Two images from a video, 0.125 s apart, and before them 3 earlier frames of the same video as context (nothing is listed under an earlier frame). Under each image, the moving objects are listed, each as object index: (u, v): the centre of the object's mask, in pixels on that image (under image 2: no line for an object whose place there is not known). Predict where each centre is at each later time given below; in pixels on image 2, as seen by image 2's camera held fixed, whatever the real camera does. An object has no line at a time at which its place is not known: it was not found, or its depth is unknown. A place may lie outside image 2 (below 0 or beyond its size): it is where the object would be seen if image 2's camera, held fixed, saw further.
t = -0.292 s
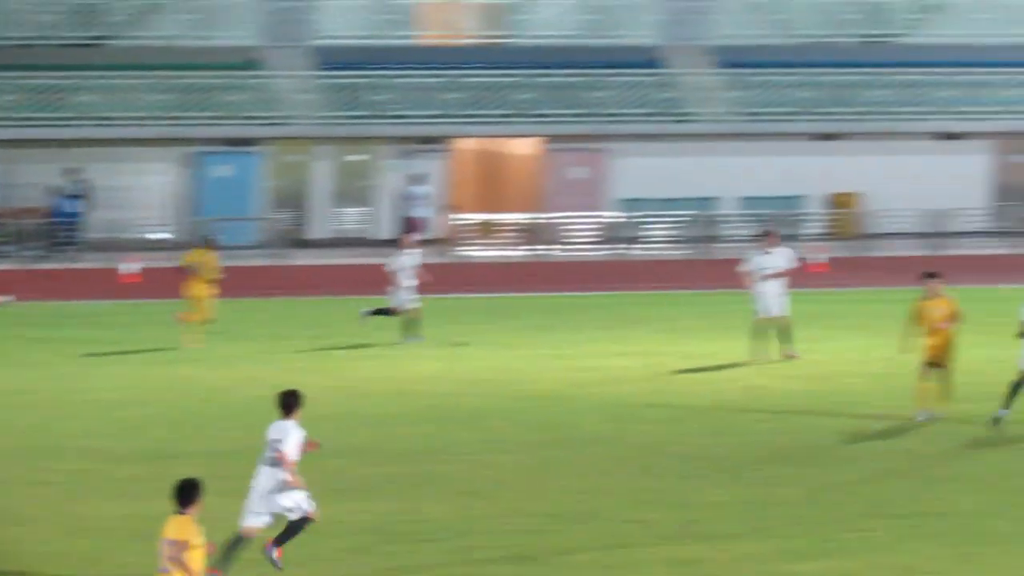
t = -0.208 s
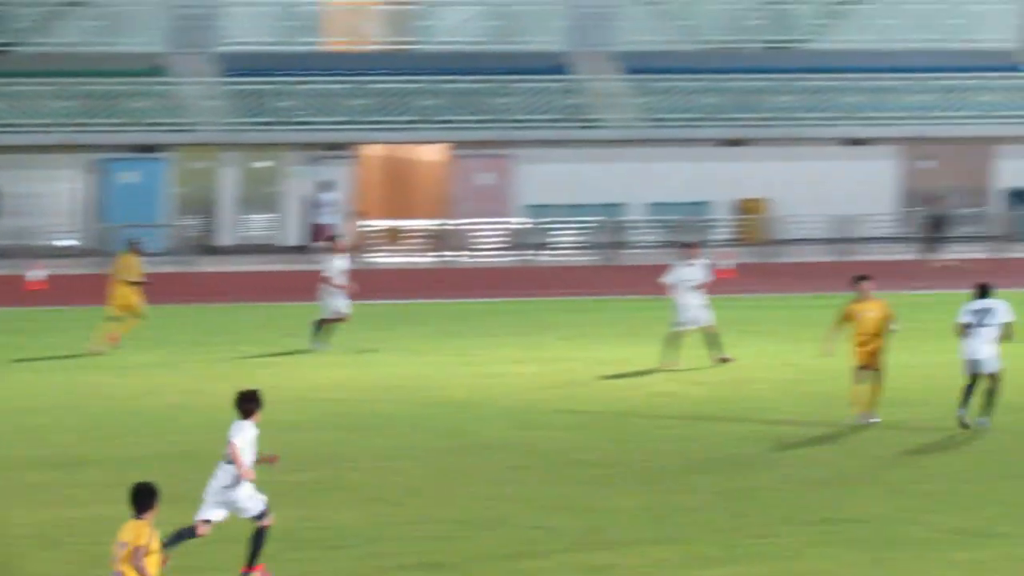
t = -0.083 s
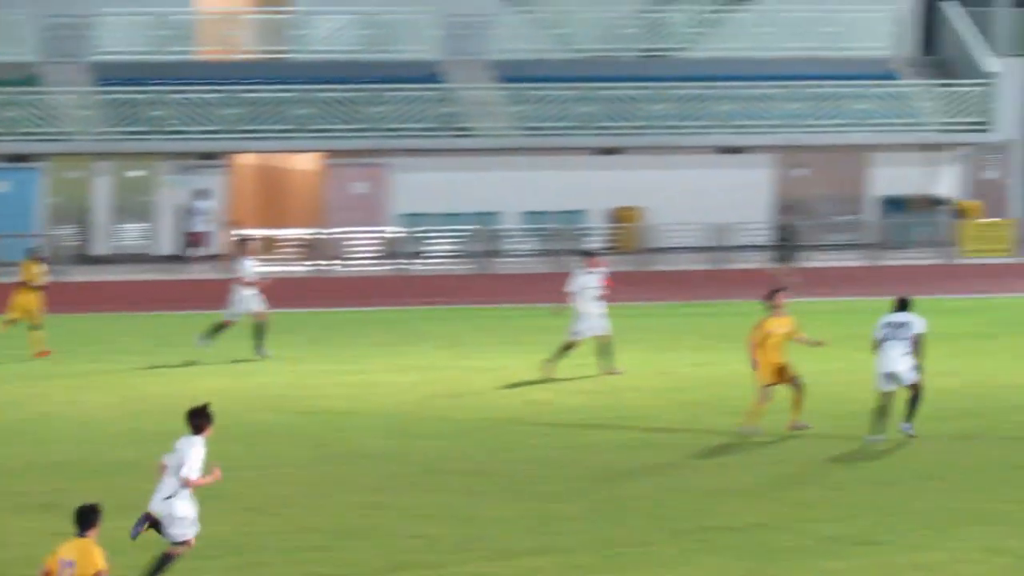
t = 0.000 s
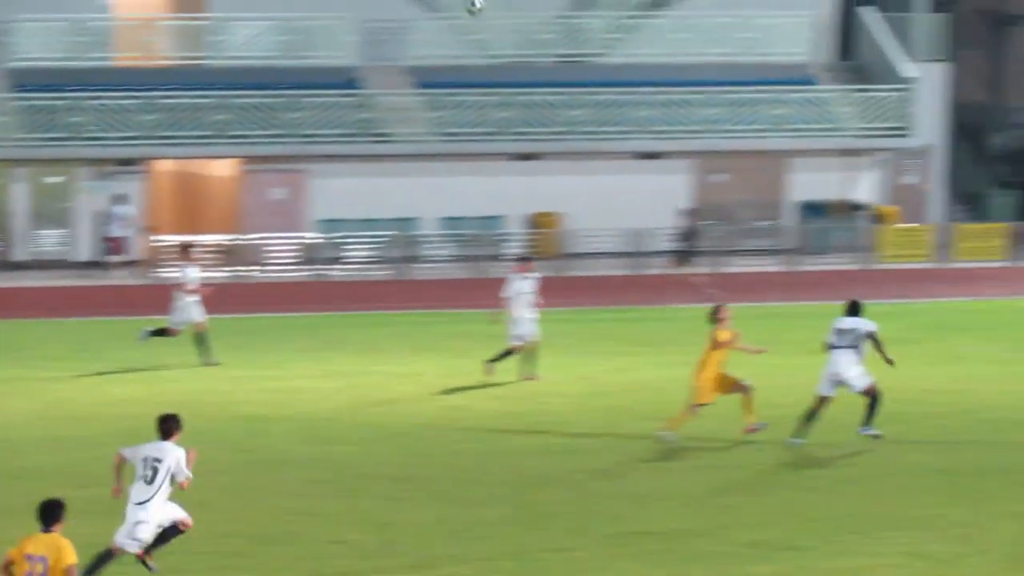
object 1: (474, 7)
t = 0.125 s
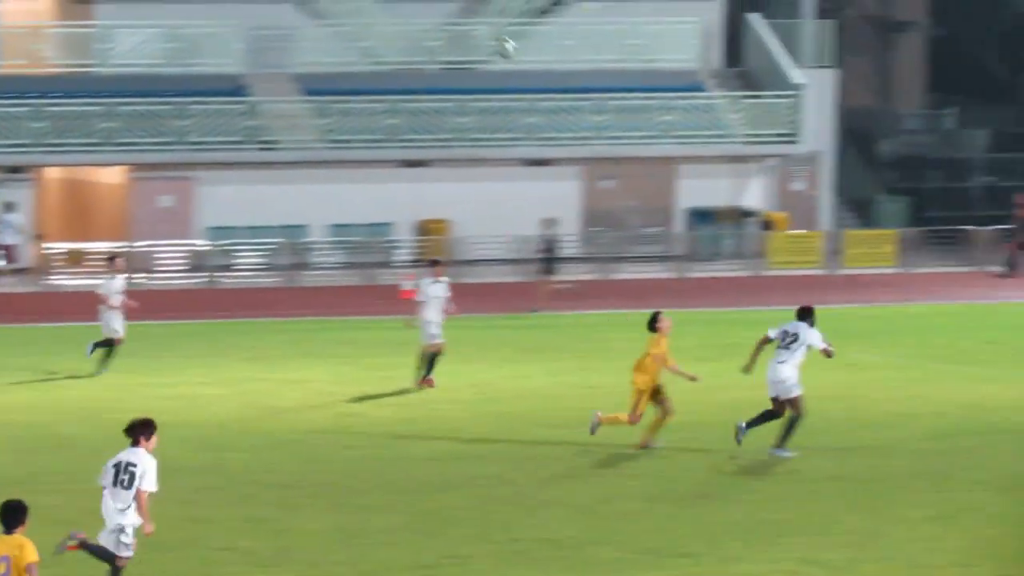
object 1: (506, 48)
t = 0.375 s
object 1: (806, 152)
